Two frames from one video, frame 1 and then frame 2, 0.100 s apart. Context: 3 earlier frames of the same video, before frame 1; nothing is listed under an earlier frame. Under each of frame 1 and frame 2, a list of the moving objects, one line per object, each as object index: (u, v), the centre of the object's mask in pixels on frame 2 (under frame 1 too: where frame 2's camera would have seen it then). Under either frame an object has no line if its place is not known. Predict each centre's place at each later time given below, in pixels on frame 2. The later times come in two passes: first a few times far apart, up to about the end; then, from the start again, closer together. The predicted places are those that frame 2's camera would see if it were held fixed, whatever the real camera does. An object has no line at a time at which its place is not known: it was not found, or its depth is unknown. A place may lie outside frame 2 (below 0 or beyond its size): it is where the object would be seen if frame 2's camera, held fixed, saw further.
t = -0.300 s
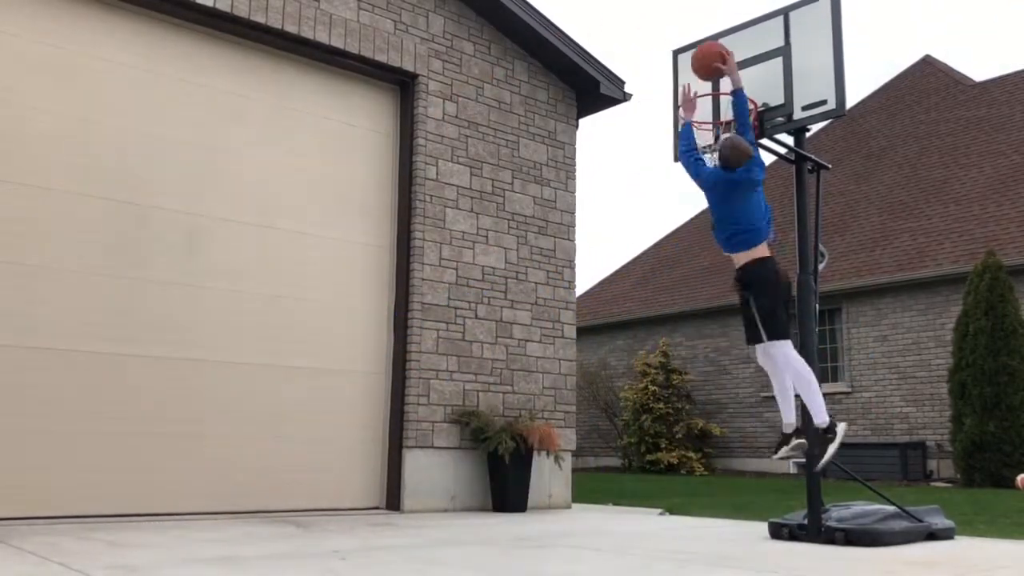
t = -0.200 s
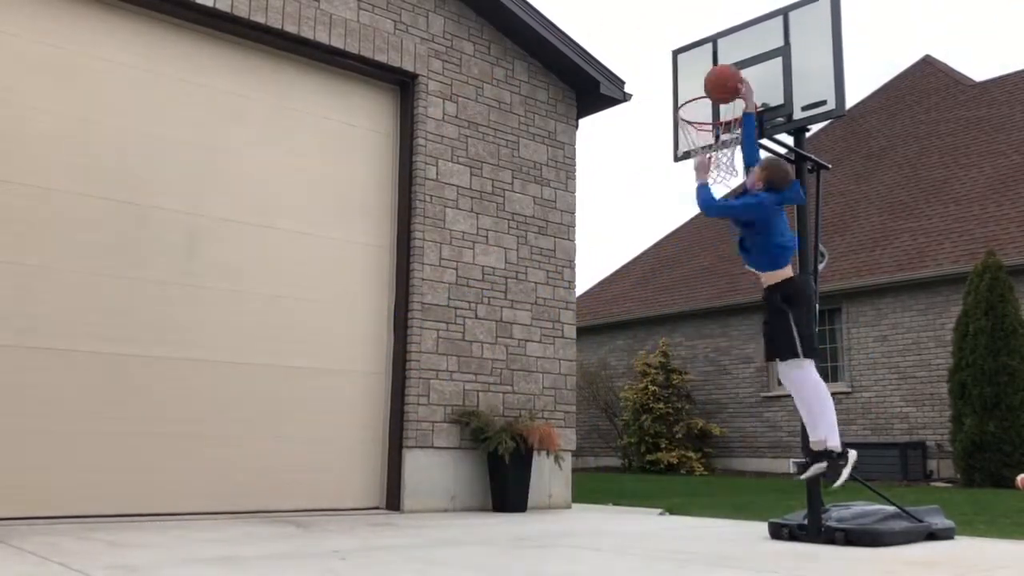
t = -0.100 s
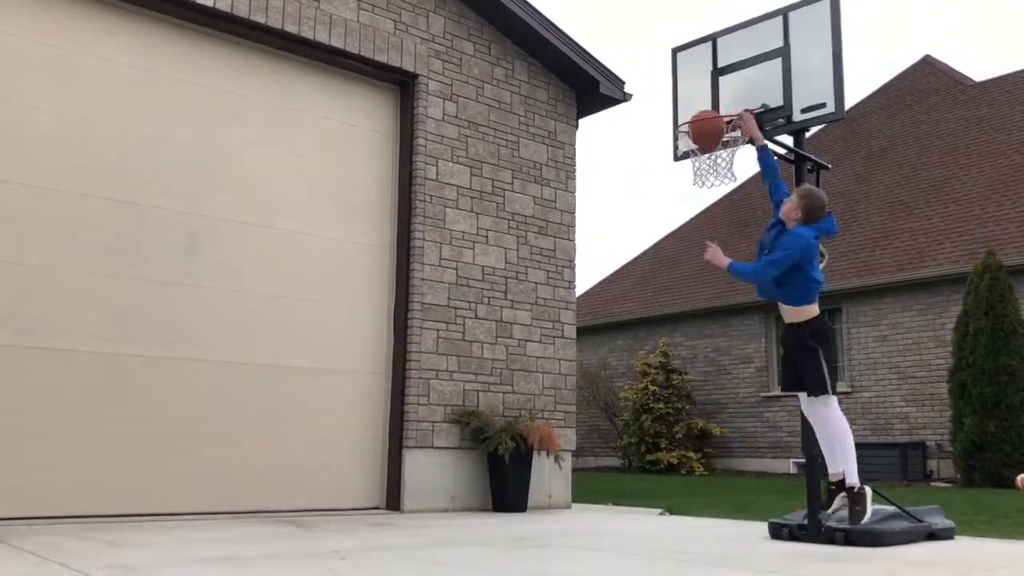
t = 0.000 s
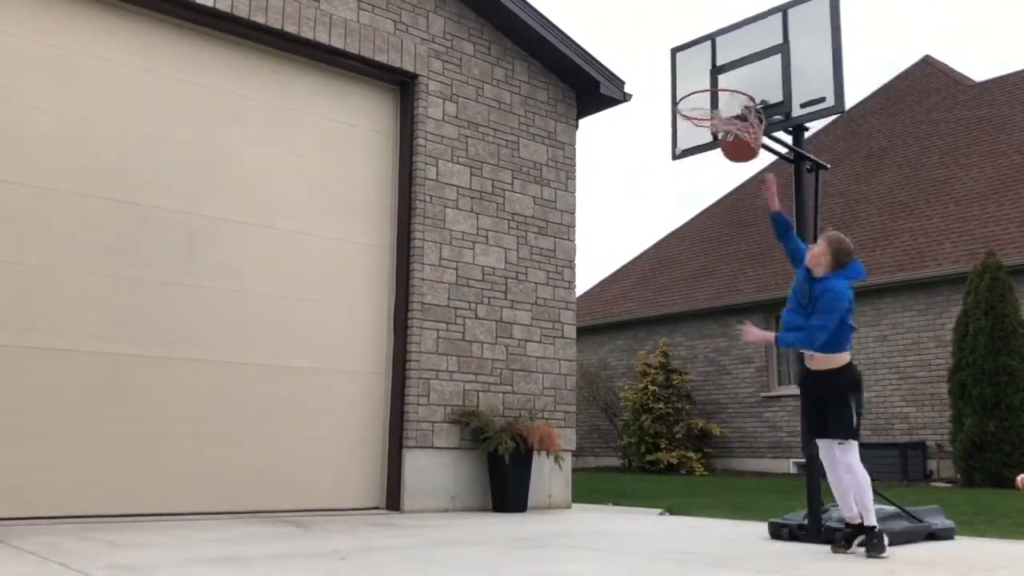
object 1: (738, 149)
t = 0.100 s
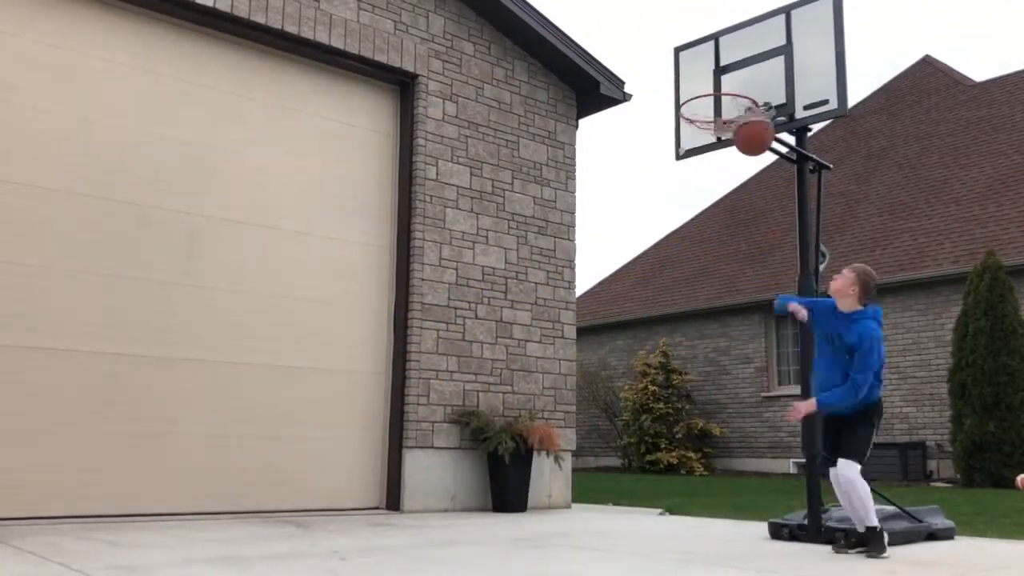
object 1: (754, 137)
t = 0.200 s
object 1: (756, 142)
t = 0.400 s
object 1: (763, 200)
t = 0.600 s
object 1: (776, 329)
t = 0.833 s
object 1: (790, 517)
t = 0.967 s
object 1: (772, 409)
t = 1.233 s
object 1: (739, 296)
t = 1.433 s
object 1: (717, 290)
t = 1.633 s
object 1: (696, 351)
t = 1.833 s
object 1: (678, 484)
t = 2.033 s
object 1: (661, 450)
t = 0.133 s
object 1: (754, 136)
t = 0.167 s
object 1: (755, 138)
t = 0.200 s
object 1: (756, 142)
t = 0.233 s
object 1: (757, 147)
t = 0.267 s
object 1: (759, 155)
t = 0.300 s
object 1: (760, 162)
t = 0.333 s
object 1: (760, 174)
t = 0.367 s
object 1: (761, 187)
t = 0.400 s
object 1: (763, 200)
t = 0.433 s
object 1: (765, 217)
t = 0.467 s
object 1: (767, 235)
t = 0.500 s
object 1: (768, 255)
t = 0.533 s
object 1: (771, 278)
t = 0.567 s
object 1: (773, 303)
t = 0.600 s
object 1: (776, 329)
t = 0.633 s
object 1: (779, 357)
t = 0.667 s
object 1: (781, 388)
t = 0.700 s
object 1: (784, 422)
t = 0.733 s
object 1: (788, 459)
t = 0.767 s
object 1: (790, 497)
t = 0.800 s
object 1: (794, 540)
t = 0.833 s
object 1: (790, 517)
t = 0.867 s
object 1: (785, 487)
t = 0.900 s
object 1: (781, 459)
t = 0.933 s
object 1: (777, 433)
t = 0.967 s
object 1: (772, 409)
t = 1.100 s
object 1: (755, 337)
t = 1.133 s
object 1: (751, 324)
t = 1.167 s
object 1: (747, 313)
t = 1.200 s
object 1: (742, 303)
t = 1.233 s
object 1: (739, 296)
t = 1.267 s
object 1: (735, 291)
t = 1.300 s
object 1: (732, 287)
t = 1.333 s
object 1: (727, 285)
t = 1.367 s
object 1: (723, 285)
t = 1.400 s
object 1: (720, 286)
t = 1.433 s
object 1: (717, 290)
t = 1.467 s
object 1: (713, 296)
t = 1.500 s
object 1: (709, 303)
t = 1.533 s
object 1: (706, 312)
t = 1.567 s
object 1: (702, 323)
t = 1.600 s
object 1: (699, 337)
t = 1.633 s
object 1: (696, 351)
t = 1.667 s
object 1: (693, 368)
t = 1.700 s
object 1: (689, 387)
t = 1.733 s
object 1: (686, 408)
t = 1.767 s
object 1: (683, 431)
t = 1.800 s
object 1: (680, 456)
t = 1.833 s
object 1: (678, 484)
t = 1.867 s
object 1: (675, 513)
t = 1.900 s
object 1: (672, 535)
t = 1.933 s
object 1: (669, 510)
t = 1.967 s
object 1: (666, 489)
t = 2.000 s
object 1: (663, 468)
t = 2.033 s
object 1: (661, 450)
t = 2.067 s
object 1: (658, 432)
